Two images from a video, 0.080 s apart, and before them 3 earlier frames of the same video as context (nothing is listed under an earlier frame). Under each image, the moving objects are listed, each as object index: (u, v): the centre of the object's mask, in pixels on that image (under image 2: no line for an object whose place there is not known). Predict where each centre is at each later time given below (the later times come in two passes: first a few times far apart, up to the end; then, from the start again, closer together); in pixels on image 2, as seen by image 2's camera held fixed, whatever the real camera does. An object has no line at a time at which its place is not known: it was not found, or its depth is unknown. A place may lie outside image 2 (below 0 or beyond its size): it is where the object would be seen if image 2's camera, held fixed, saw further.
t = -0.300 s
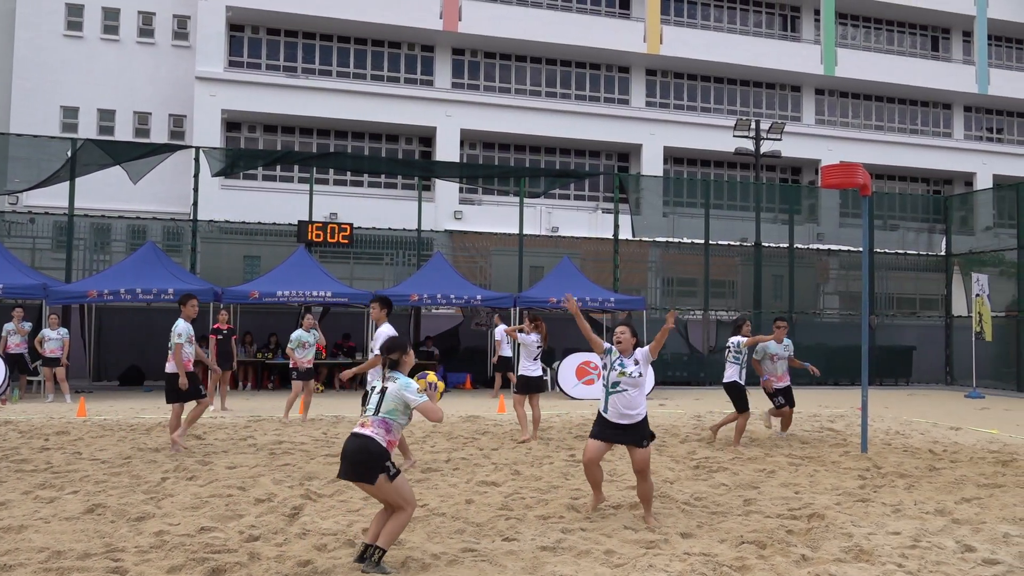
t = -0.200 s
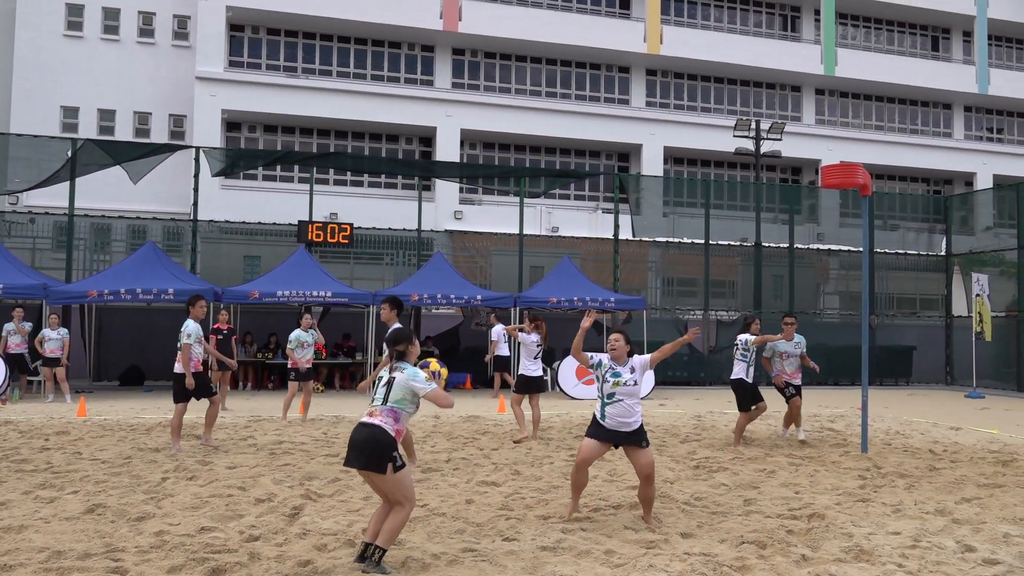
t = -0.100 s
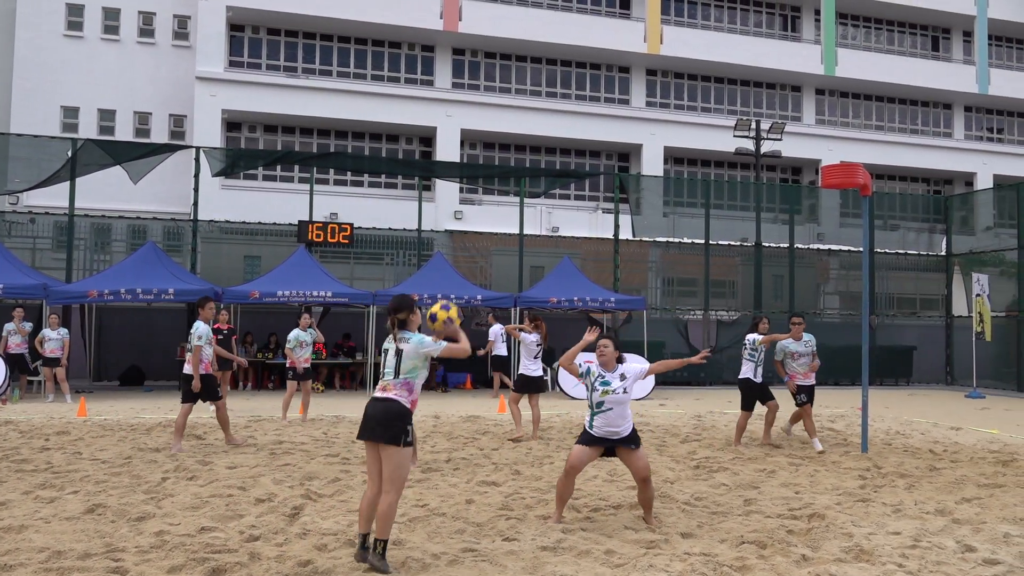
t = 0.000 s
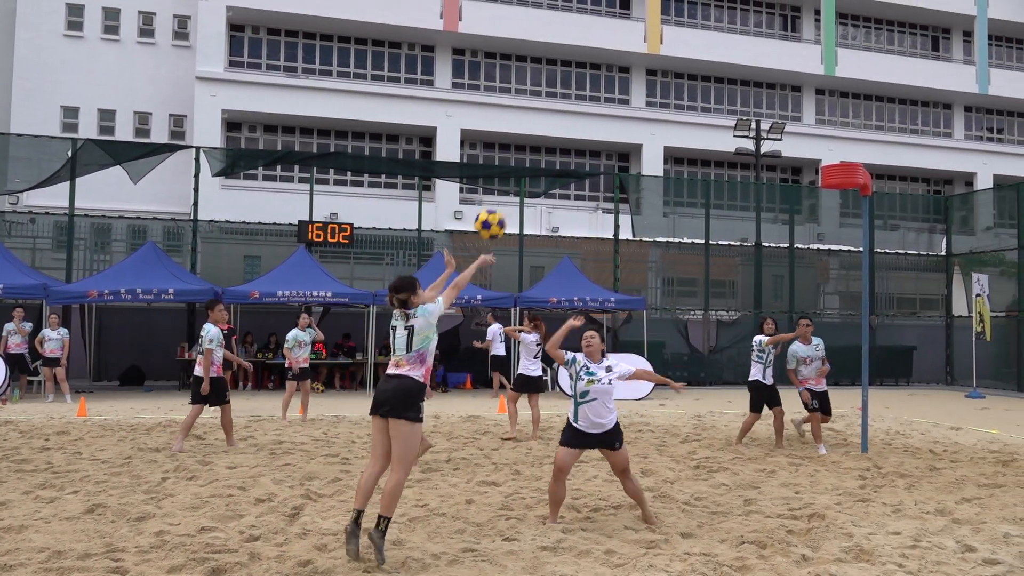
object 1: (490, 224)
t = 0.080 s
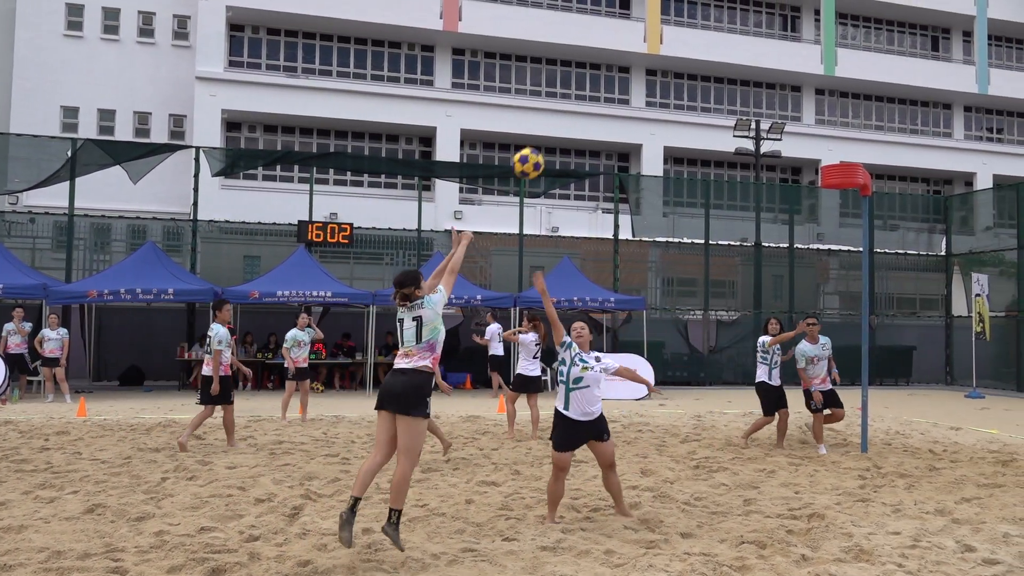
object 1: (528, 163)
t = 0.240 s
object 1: (594, 79)
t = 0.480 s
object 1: (672, 26)
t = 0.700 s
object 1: (731, 36)
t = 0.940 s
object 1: (783, 96)
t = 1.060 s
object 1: (806, 141)
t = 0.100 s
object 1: (538, 150)
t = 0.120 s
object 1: (546, 138)
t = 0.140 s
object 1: (554, 126)
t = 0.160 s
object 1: (562, 116)
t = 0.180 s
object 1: (570, 106)
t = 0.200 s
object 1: (579, 96)
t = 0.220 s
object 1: (586, 87)
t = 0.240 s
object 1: (594, 79)
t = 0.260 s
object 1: (601, 71)
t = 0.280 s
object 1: (608, 64)
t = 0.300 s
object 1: (615, 59)
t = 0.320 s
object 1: (622, 53)
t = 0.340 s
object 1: (629, 47)
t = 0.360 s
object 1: (635, 43)
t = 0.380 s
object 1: (642, 39)
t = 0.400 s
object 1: (648, 35)
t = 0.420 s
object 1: (654, 32)
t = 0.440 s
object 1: (661, 30)
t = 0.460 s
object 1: (667, 28)
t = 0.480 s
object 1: (672, 26)
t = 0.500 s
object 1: (678, 25)
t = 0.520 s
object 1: (684, 24)
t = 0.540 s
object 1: (690, 24)
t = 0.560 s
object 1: (695, 24)
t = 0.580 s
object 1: (700, 24)
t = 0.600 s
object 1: (706, 26)
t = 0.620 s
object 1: (711, 27)
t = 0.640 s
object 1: (716, 29)
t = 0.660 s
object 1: (721, 31)
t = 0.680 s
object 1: (726, 33)
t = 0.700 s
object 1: (731, 36)
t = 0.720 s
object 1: (735, 40)
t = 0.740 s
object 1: (740, 43)
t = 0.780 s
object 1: (749, 52)
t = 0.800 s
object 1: (754, 55)
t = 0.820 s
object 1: (758, 60)
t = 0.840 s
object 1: (762, 66)
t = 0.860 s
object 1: (767, 71)
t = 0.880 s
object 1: (771, 77)
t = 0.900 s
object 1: (776, 83)
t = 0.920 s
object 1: (779, 89)
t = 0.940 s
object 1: (783, 96)
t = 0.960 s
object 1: (787, 102)
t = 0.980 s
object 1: (791, 110)
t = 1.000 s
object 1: (794, 117)
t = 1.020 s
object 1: (798, 125)
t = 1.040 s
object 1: (802, 133)
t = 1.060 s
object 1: (806, 141)
